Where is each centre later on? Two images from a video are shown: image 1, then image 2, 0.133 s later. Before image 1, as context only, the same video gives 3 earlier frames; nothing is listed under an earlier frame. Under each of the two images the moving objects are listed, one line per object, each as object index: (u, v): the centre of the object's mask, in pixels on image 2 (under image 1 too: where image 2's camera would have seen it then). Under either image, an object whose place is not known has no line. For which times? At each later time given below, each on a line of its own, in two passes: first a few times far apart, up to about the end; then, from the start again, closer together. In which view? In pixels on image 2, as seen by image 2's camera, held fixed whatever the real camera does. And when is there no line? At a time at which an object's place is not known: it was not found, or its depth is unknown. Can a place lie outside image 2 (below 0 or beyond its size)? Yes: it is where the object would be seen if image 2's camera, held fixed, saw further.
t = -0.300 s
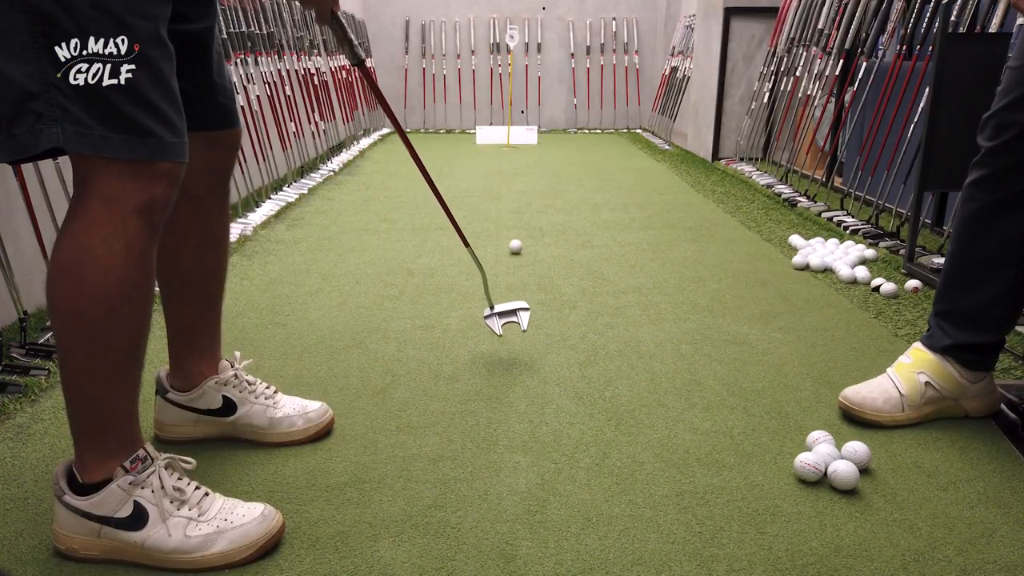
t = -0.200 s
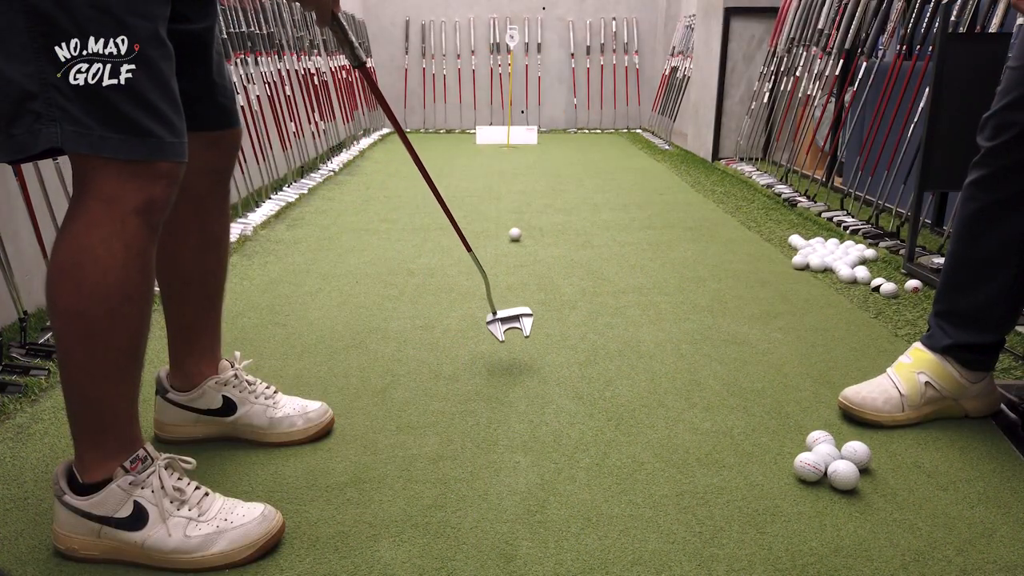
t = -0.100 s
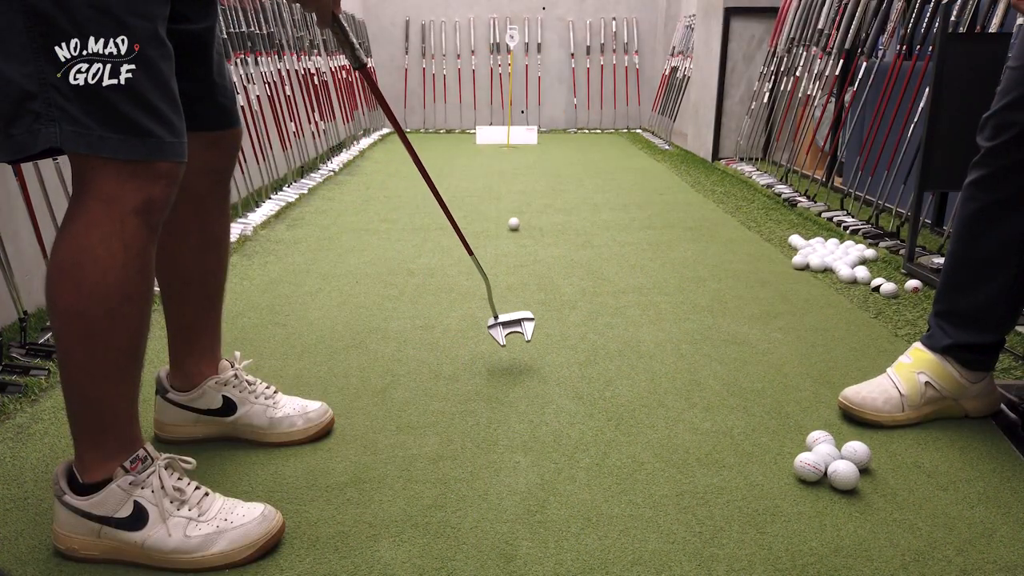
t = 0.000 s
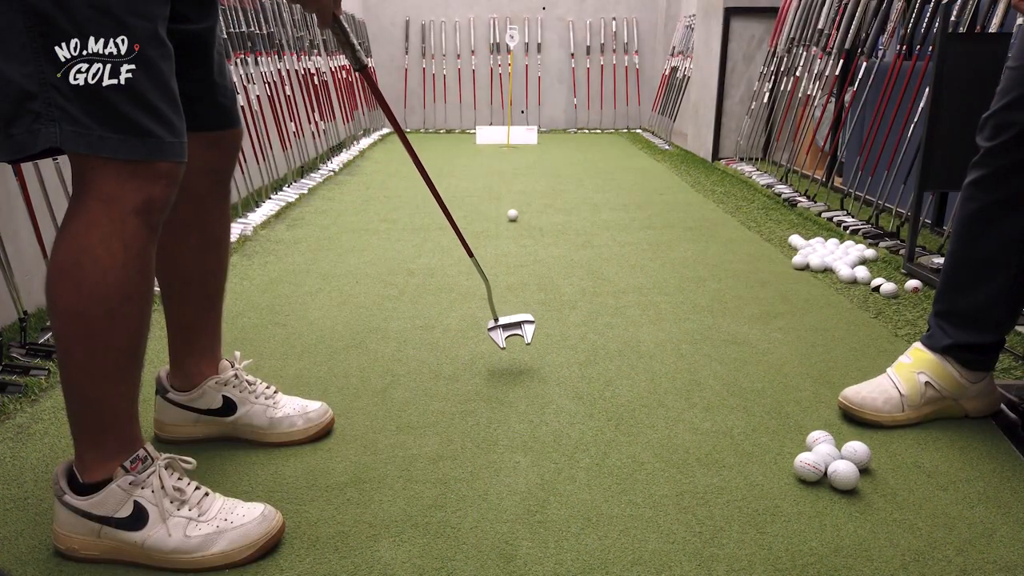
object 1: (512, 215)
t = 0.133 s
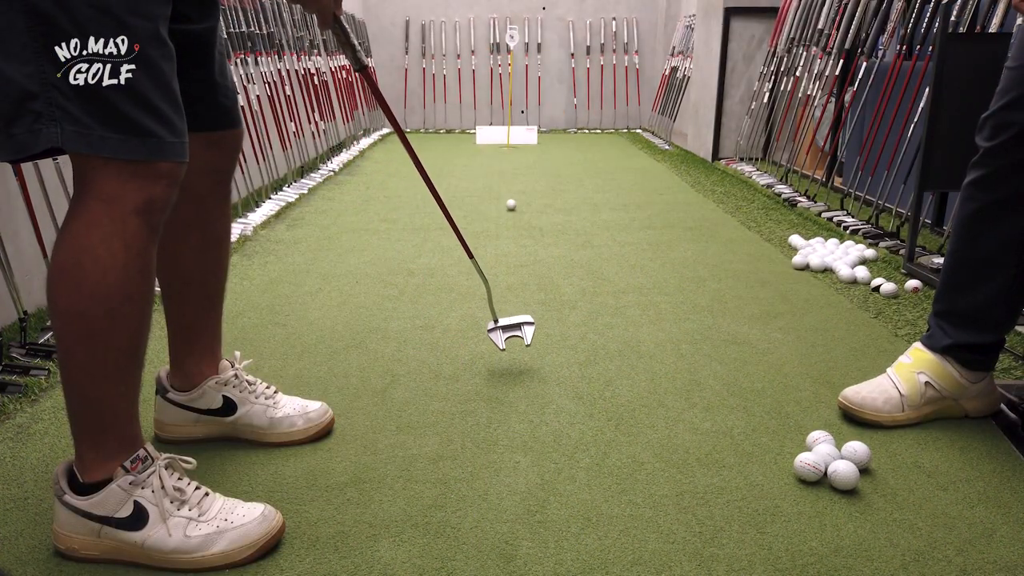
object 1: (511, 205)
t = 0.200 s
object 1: (510, 201)
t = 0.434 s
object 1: (508, 187)
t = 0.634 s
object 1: (505, 177)
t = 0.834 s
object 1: (504, 169)
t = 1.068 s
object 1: (503, 161)
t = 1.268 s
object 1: (502, 156)
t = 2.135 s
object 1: (523, 143)
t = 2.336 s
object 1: (535, 143)
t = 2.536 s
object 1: (544, 142)
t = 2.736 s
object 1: (553, 142)
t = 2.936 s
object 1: (560, 142)
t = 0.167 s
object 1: (510, 203)
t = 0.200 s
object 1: (510, 201)
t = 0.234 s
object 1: (510, 199)
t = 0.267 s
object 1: (509, 196)
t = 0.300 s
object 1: (509, 194)
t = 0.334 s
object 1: (508, 192)
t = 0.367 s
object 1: (508, 190)
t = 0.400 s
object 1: (508, 188)
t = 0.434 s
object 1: (508, 187)
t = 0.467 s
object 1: (507, 185)
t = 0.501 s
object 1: (507, 183)
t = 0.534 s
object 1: (507, 182)
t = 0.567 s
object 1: (506, 180)
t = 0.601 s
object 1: (506, 178)
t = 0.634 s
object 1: (505, 177)
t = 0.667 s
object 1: (505, 175)
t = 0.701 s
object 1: (505, 174)
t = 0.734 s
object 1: (505, 173)
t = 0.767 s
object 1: (505, 171)
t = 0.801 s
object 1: (504, 170)
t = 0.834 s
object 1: (504, 169)
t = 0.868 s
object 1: (504, 167)
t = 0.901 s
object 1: (504, 166)
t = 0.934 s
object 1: (504, 165)
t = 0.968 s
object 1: (504, 164)
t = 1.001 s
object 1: (503, 163)
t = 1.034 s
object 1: (503, 162)
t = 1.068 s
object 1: (503, 161)
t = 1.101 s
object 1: (503, 160)
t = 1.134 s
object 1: (503, 159)
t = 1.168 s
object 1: (502, 158)
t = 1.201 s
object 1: (502, 157)
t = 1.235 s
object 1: (502, 156)
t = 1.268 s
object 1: (502, 156)
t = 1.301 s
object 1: (502, 155)
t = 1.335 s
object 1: (502, 154)
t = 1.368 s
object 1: (502, 153)
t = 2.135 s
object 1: (523, 143)
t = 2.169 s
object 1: (525, 142)
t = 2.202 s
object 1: (527, 143)
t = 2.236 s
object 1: (529, 143)
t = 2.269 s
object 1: (531, 143)
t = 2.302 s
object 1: (533, 143)
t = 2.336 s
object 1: (535, 143)
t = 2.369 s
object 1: (537, 142)
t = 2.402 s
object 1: (538, 141)
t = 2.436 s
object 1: (540, 141)
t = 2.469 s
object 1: (541, 141)
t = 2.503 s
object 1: (543, 141)
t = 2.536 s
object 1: (544, 142)
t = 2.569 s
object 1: (545, 141)
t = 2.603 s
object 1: (547, 141)
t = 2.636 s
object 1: (548, 141)
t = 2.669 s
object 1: (550, 142)
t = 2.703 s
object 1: (551, 142)
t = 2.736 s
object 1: (553, 142)
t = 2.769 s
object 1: (554, 142)
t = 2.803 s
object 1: (555, 142)
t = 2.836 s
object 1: (557, 142)
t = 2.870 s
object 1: (558, 142)
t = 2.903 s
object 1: (559, 142)
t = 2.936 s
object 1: (560, 142)
